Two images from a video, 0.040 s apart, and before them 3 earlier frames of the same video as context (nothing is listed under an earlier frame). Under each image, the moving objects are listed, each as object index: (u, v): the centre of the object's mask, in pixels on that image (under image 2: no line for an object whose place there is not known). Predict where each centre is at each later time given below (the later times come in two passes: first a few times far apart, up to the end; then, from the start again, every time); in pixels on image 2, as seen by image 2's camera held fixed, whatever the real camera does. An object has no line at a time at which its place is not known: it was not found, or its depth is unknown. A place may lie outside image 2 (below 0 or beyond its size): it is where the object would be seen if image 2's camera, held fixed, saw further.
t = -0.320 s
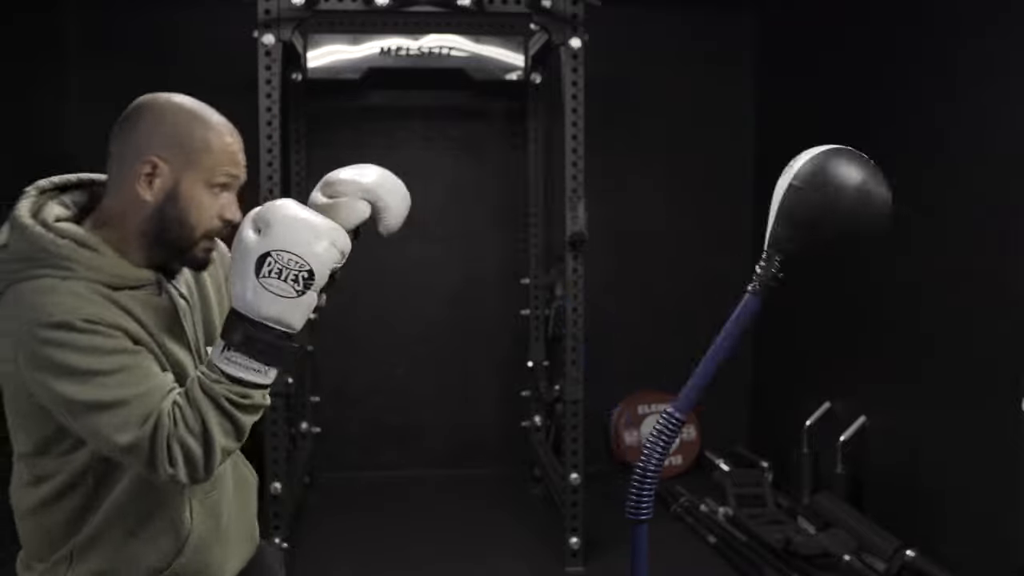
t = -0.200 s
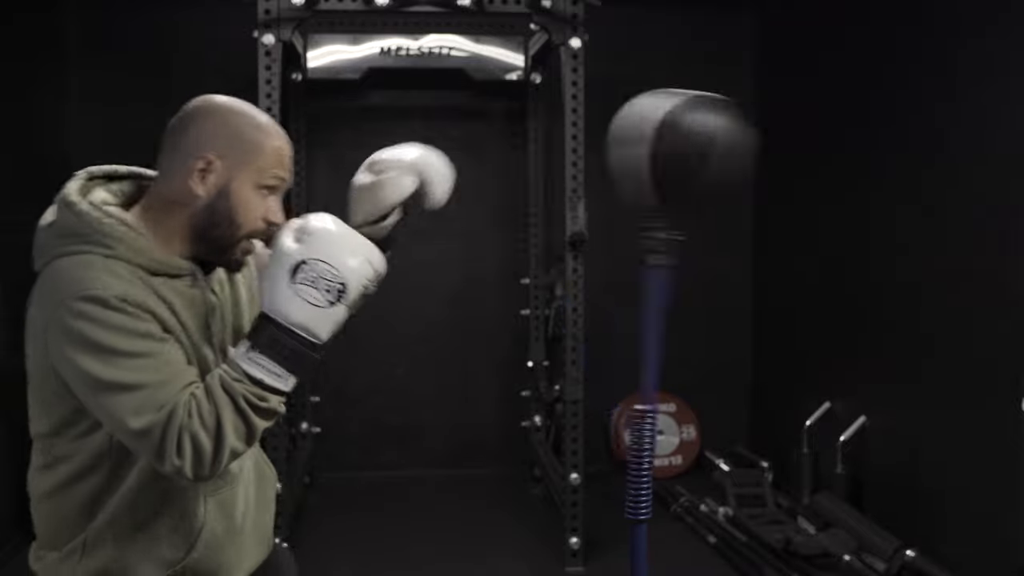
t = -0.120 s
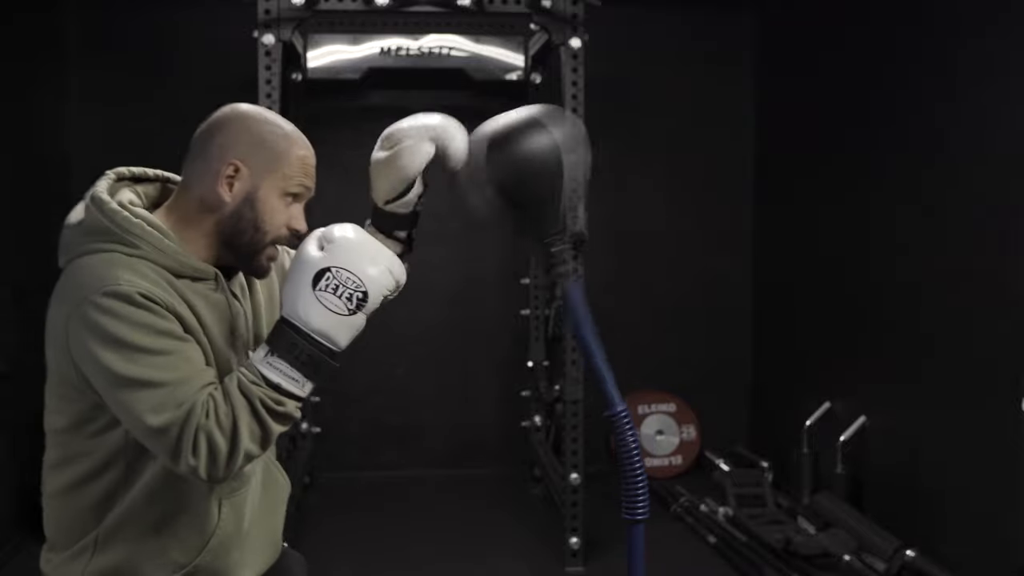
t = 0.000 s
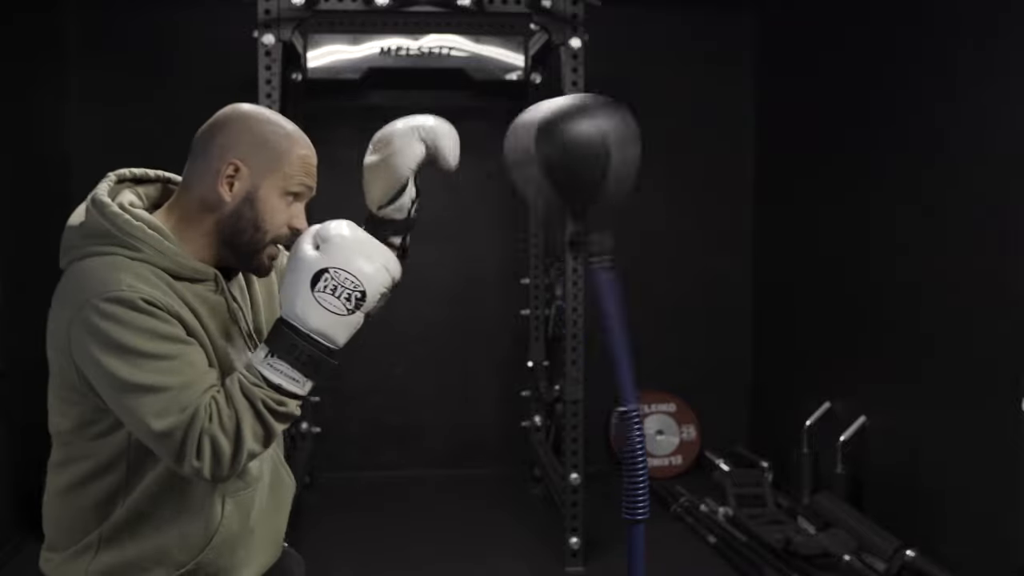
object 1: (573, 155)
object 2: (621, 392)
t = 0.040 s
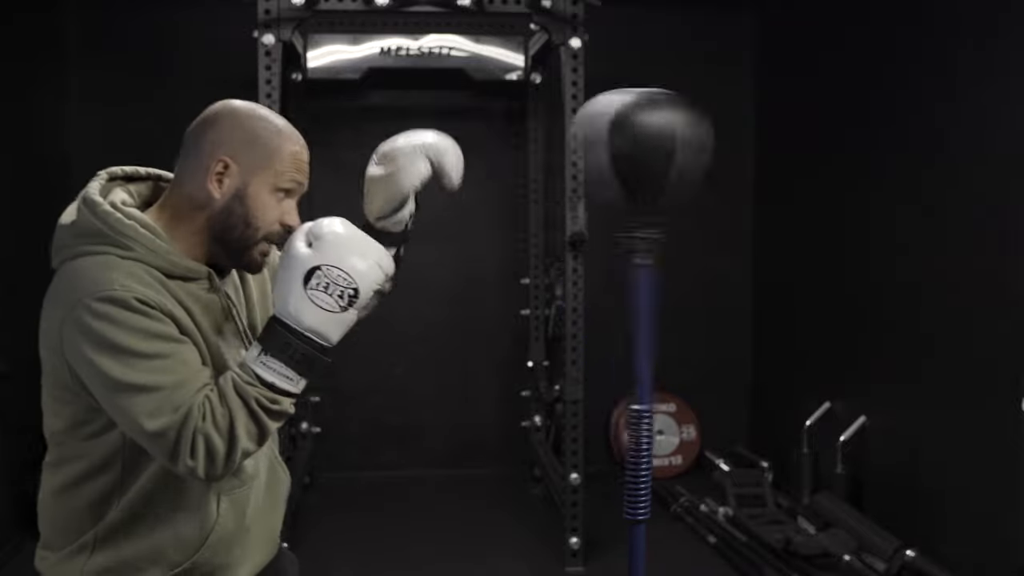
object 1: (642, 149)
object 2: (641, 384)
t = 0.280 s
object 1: (707, 160)
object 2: (657, 386)
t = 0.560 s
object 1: (616, 151)
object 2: (634, 393)
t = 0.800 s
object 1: (724, 164)
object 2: (662, 391)
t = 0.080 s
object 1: (708, 160)
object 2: (661, 386)
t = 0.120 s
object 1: (763, 175)
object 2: (675, 397)
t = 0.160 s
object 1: (792, 187)
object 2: (682, 403)
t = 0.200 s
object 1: (791, 187)
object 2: (680, 405)
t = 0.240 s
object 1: (759, 173)
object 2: (672, 395)
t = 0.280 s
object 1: (707, 160)
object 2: (657, 386)
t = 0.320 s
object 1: (644, 153)
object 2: (639, 391)
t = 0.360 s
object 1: (579, 154)
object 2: (621, 394)
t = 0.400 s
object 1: (533, 170)
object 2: (606, 394)
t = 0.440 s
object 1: (512, 178)
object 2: (606, 406)
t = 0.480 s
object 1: (523, 176)
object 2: (606, 394)
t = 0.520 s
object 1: (558, 161)
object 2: (618, 397)
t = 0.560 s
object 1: (616, 151)
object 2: (634, 393)
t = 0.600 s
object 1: (682, 154)
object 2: (653, 386)
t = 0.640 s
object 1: (738, 162)
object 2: (668, 396)
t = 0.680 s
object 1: (775, 175)
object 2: (677, 401)
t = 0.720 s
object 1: (786, 181)
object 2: (678, 403)
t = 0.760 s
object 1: (766, 174)
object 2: (674, 396)
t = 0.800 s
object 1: (724, 164)
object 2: (662, 391)
